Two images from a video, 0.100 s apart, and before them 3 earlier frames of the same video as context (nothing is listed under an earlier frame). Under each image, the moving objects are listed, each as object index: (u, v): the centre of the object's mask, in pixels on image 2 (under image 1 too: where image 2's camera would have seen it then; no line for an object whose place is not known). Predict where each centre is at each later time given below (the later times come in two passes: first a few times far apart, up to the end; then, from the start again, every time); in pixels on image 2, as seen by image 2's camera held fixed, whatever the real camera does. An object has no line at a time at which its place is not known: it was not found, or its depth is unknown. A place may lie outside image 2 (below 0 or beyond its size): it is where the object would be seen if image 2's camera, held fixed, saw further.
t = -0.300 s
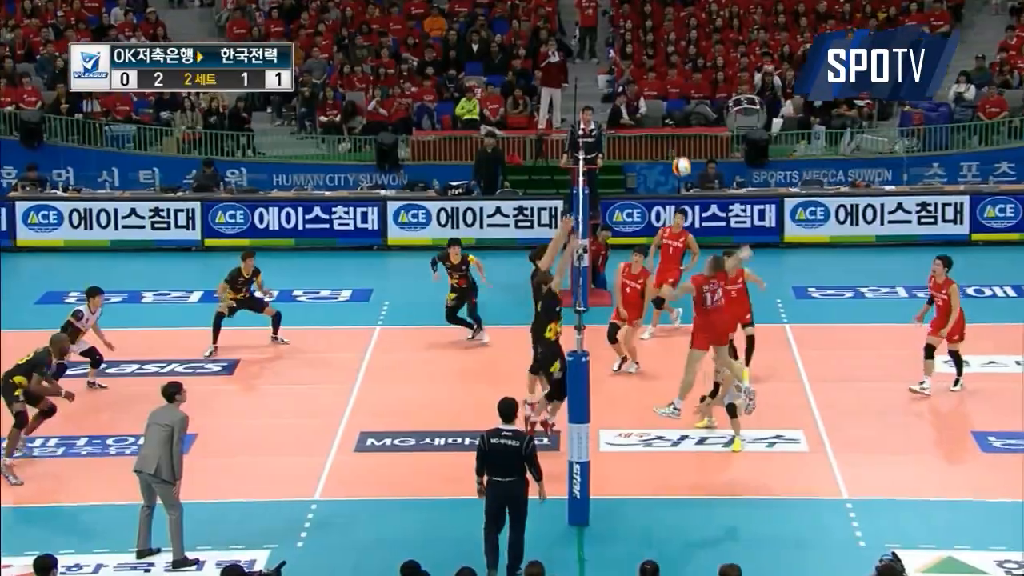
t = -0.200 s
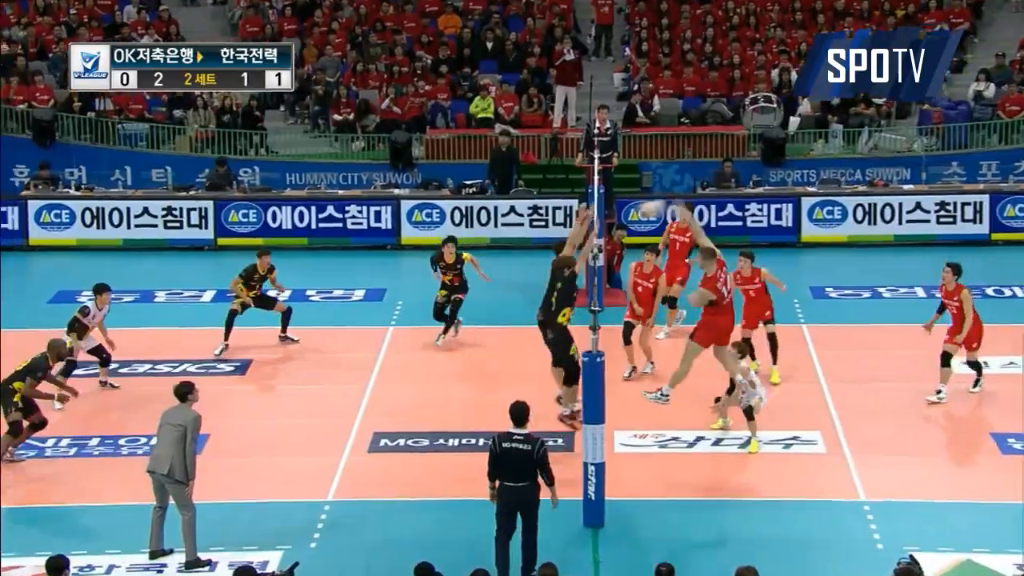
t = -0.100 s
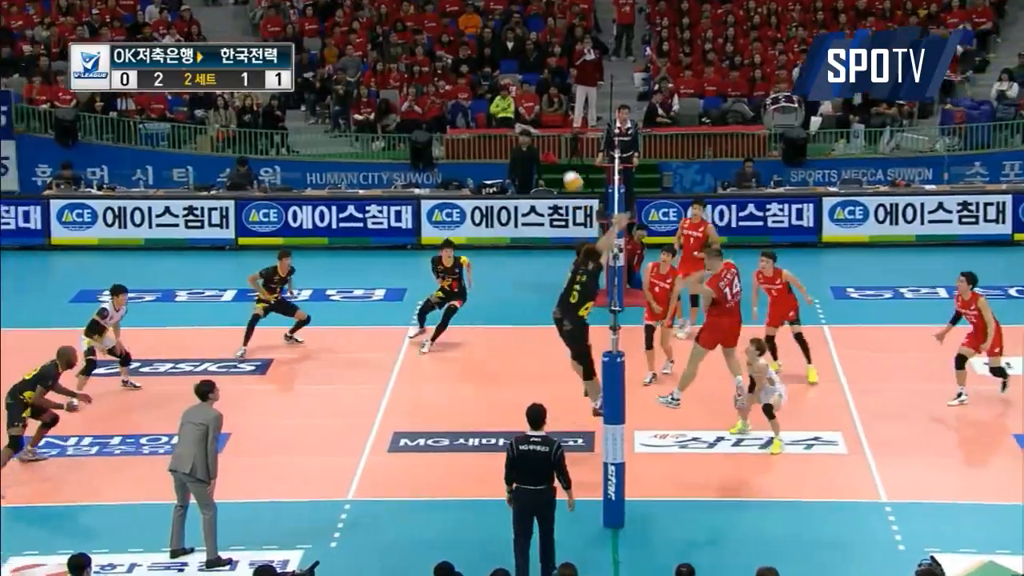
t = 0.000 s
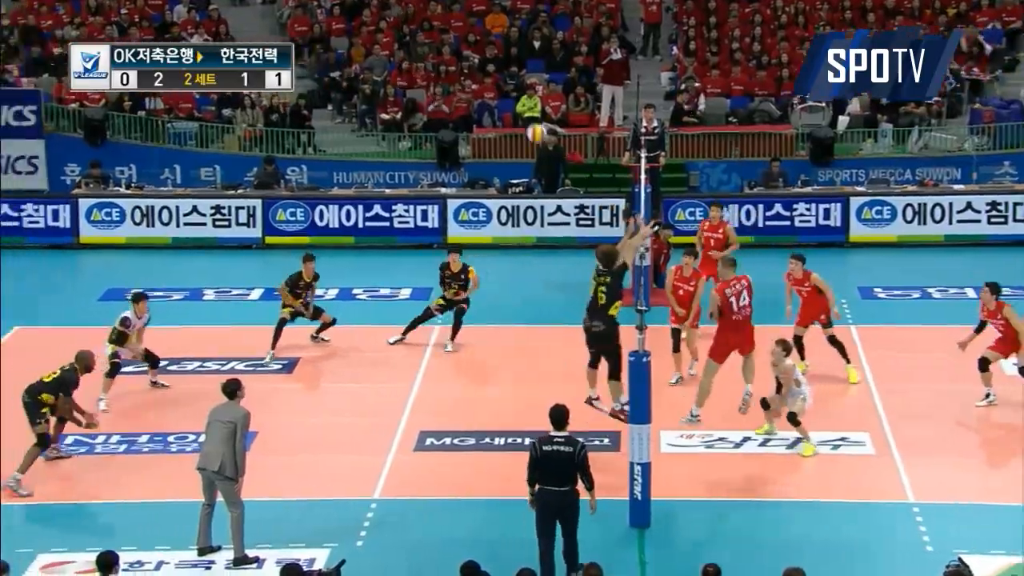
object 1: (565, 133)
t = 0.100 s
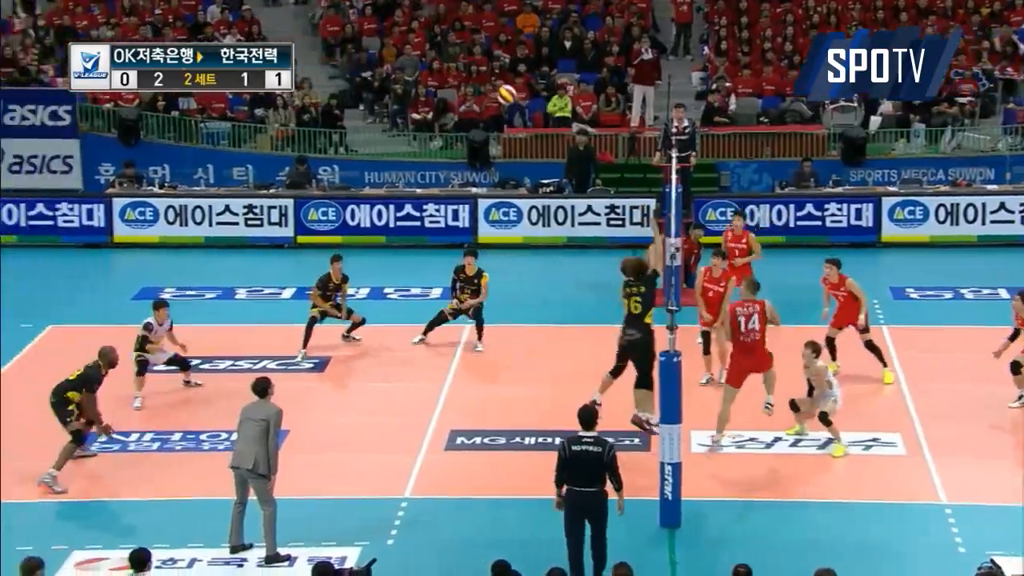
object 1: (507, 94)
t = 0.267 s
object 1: (410, 52)
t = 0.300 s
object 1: (391, 47)
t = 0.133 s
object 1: (487, 84)
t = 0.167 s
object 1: (467, 74)
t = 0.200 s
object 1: (448, 66)
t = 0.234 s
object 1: (429, 59)
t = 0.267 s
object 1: (410, 52)
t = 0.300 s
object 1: (391, 47)
